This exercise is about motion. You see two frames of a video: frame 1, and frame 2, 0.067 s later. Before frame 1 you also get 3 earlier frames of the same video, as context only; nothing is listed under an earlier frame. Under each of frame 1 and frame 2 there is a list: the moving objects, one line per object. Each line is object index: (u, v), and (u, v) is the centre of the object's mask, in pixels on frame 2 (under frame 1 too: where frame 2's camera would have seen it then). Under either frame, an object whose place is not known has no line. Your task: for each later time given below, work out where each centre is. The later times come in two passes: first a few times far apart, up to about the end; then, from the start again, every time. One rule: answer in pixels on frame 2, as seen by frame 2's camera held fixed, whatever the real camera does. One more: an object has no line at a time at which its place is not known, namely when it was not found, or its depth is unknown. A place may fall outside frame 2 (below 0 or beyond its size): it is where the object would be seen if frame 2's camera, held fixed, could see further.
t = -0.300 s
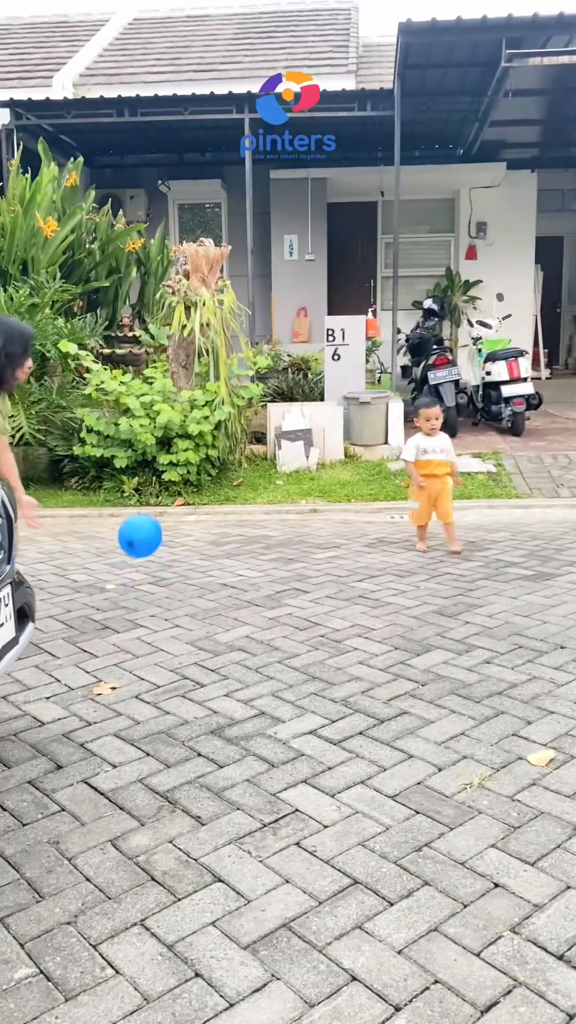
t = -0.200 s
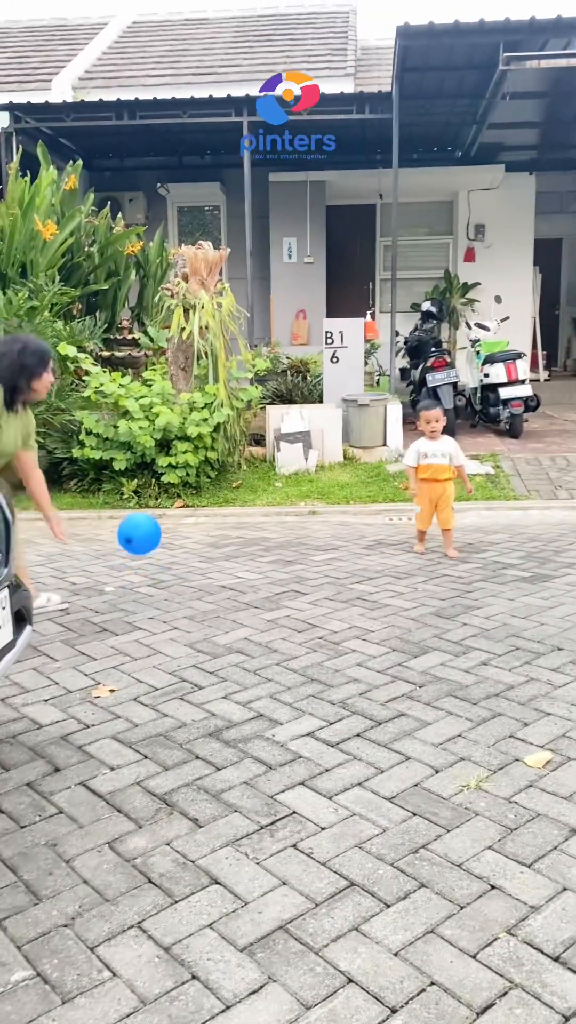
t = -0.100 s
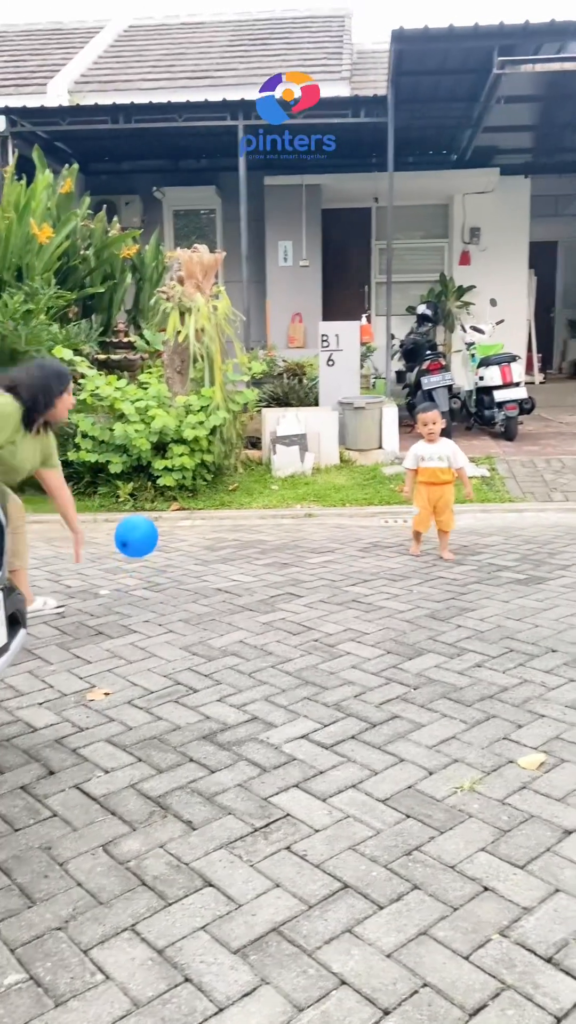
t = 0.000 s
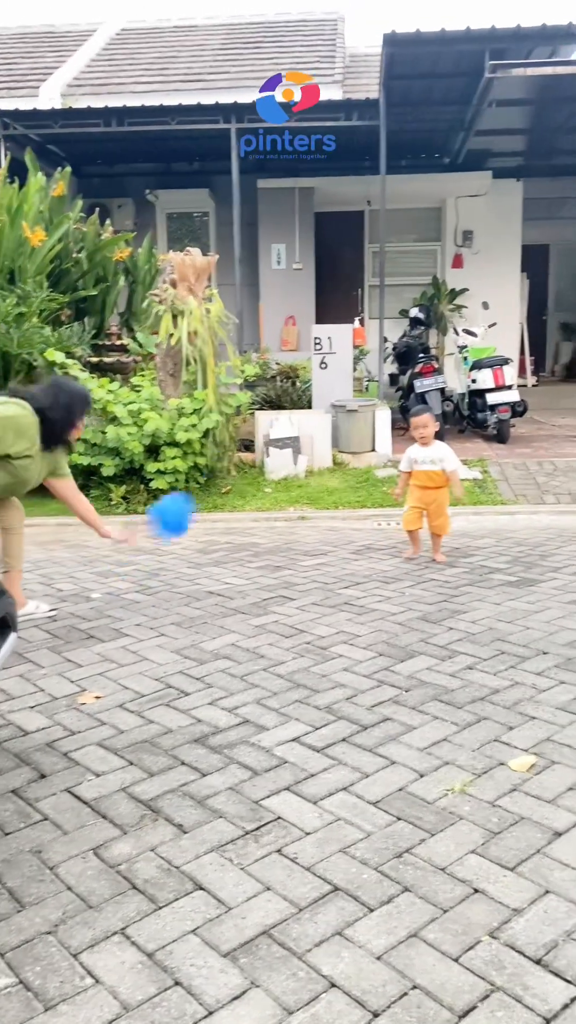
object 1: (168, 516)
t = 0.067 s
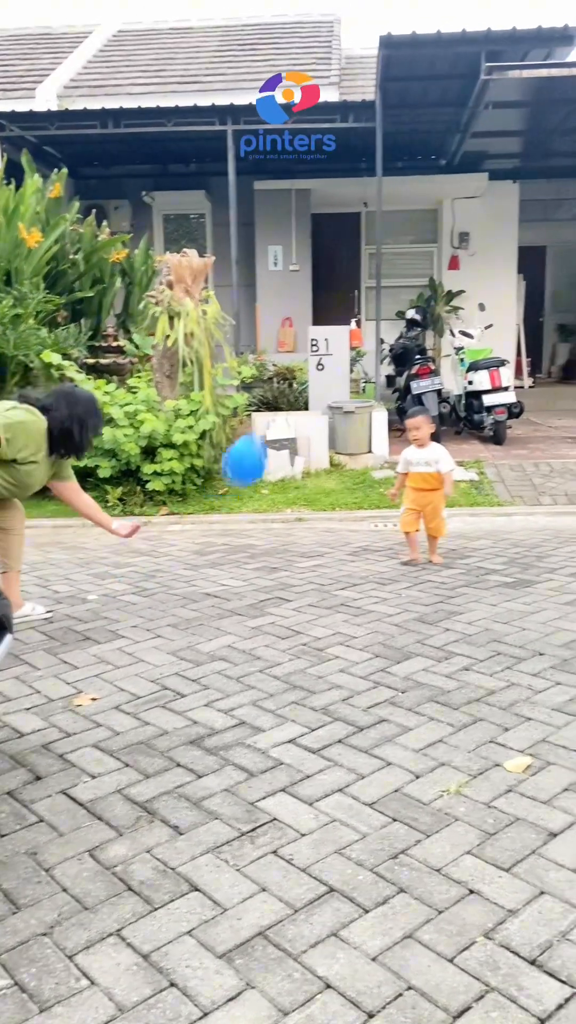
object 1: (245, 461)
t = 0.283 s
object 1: (324, 337)
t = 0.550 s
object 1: (335, 288)
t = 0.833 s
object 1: (341, 294)
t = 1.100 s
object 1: (352, 331)
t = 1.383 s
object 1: (362, 389)
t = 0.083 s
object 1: (259, 449)
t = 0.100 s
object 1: (276, 435)
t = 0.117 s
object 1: (288, 420)
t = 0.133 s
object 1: (297, 408)
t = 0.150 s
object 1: (303, 397)
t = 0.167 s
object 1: (308, 388)
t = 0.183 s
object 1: (312, 379)
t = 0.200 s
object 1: (315, 370)
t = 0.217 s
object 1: (318, 363)
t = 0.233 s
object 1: (320, 356)
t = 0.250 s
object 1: (322, 349)
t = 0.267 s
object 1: (323, 343)
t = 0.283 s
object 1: (324, 337)
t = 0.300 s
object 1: (325, 332)
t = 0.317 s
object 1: (326, 327)
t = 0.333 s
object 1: (327, 323)
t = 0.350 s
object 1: (328, 319)
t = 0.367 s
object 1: (329, 316)
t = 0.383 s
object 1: (330, 312)
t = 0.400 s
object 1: (331, 308)
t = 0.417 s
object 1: (332, 305)
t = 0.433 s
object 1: (332, 303)
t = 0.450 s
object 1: (332, 300)
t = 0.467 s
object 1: (333, 298)
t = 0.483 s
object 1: (333, 296)
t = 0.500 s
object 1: (334, 294)
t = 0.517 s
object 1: (334, 292)
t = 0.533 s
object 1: (335, 290)
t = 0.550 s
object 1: (335, 288)
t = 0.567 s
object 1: (335, 286)
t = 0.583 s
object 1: (336, 285)
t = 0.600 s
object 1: (336, 284)
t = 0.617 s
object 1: (336, 283)
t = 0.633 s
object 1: (336, 283)
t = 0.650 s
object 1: (336, 283)
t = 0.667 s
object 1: (336, 283)
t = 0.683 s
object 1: (337, 284)
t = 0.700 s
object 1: (337, 284)
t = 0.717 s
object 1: (337, 284)
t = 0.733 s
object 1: (338, 285)
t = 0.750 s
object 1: (338, 286)
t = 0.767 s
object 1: (338, 287)
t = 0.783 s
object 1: (339, 289)
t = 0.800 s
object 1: (339, 290)
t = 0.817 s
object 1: (340, 292)
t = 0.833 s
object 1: (341, 294)
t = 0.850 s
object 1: (341, 296)
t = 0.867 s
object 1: (342, 298)
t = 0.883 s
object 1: (343, 300)
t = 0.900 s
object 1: (344, 302)
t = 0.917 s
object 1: (344, 303)
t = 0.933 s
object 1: (345, 305)
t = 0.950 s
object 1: (346, 307)
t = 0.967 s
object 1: (347, 309)
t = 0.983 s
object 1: (348, 312)
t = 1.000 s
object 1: (348, 314)
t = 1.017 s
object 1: (349, 317)
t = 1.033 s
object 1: (350, 319)
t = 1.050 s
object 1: (350, 322)
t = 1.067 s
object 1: (351, 325)
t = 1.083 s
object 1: (352, 328)
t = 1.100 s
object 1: (352, 331)
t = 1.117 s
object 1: (353, 334)
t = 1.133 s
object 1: (354, 337)
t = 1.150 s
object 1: (354, 340)
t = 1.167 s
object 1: (355, 343)
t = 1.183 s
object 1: (355, 346)
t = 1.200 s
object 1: (356, 349)
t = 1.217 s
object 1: (357, 352)
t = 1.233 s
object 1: (357, 355)
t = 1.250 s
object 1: (358, 358)
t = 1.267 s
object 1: (358, 361)
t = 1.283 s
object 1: (359, 364)
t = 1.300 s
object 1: (359, 368)
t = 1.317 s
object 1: (359, 372)
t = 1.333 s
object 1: (360, 376)
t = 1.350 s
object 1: (361, 380)
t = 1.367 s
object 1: (361, 384)
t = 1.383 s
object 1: (362, 389)
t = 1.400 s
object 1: (362, 393)
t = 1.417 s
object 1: (363, 397)
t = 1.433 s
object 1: (364, 401)
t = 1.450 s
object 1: (364, 406)
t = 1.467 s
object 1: (365, 410)
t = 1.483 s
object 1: (365, 415)
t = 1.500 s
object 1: (366, 420)
